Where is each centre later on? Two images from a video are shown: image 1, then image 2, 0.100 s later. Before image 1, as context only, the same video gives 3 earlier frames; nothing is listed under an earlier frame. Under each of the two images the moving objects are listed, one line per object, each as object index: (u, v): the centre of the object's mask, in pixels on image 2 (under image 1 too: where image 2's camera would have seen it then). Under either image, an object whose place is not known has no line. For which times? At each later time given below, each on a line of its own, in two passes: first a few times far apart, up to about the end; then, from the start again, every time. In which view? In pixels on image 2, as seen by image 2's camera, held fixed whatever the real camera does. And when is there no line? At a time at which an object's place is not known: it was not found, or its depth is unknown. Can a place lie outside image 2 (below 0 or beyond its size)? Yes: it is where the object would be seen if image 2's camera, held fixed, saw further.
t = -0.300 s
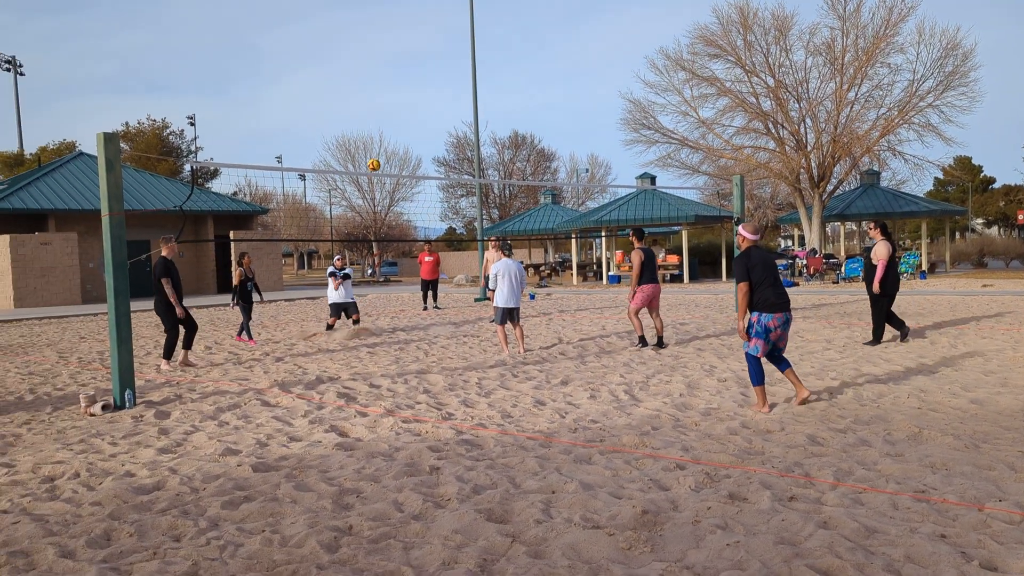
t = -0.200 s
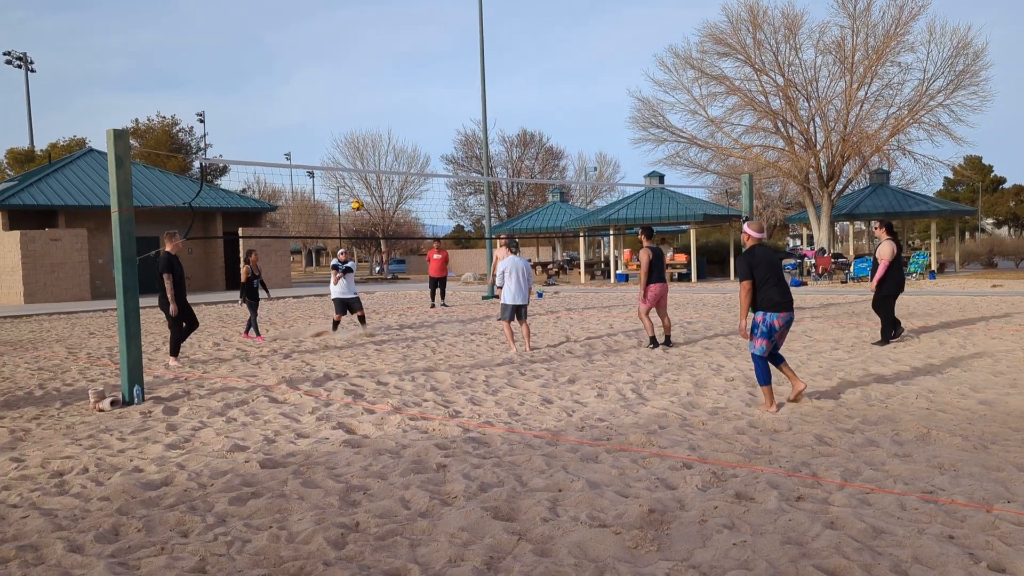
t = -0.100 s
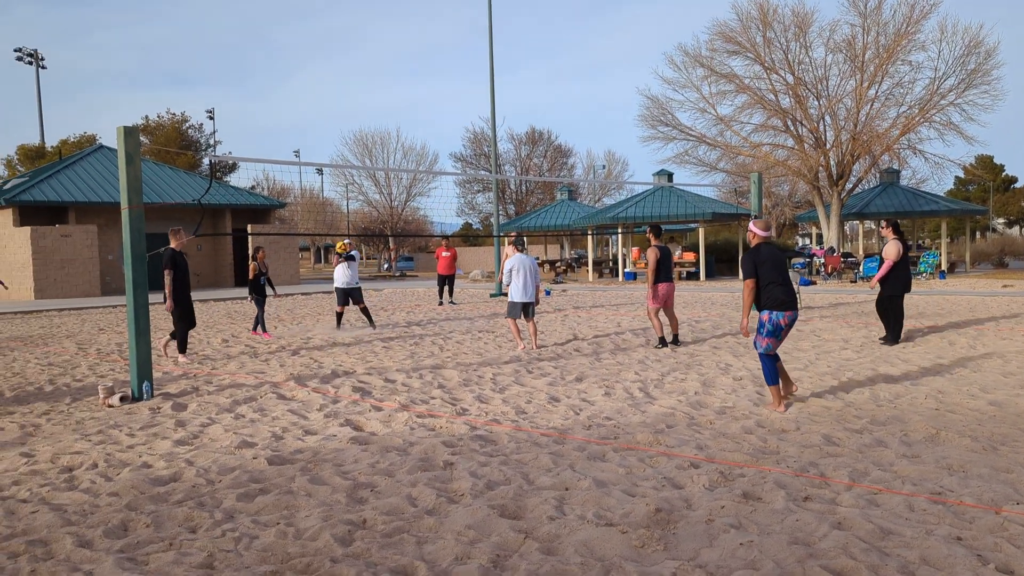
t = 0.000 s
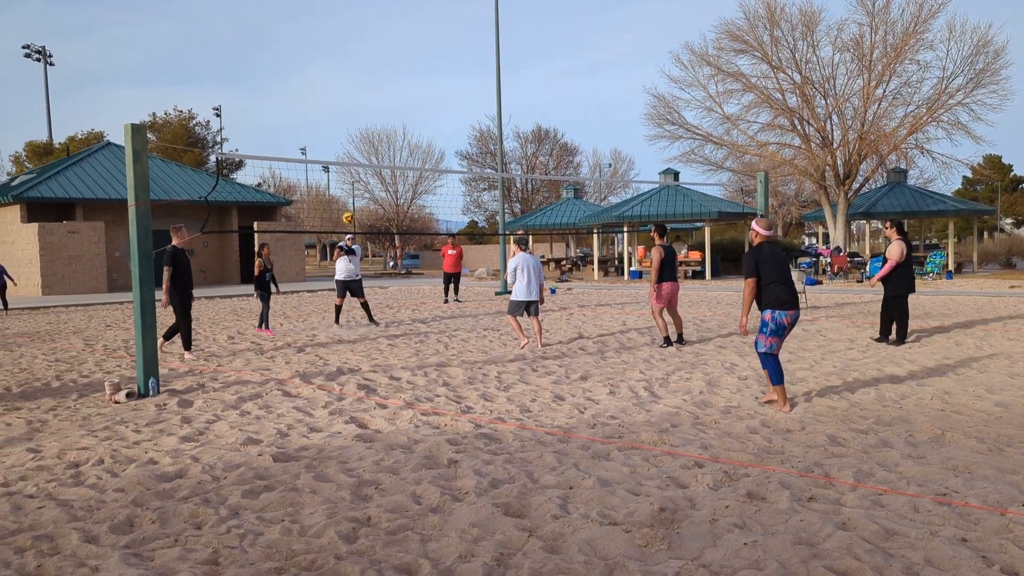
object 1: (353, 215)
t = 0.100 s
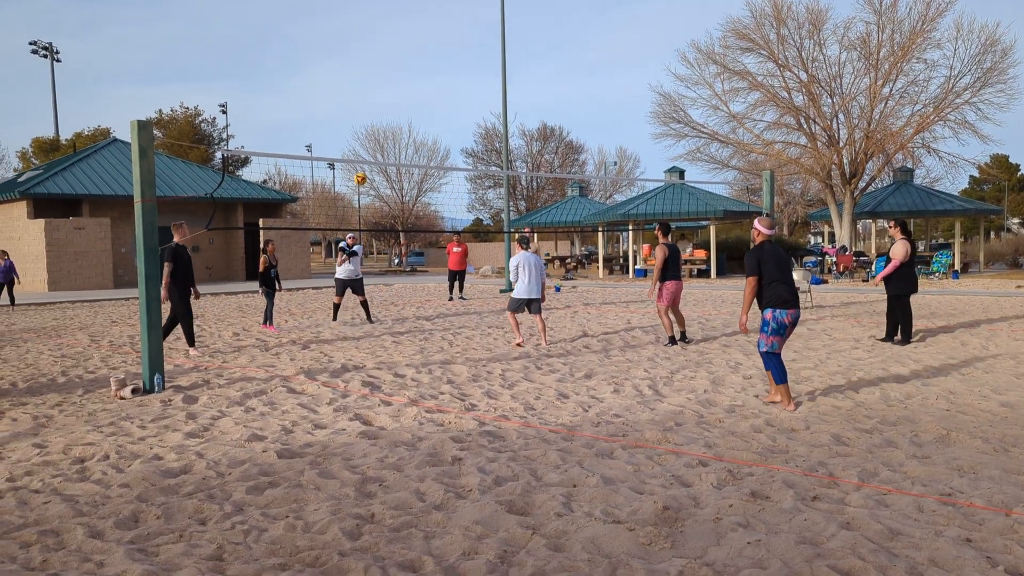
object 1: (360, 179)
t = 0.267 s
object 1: (372, 129)
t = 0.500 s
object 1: (390, 83)
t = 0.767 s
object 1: (413, 71)
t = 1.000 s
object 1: (436, 97)
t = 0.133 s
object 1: (362, 168)
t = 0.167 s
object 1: (365, 156)
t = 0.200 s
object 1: (367, 147)
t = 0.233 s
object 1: (370, 138)
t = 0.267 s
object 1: (372, 129)
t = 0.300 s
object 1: (374, 121)
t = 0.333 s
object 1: (377, 113)
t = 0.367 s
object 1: (380, 106)
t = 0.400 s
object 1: (382, 99)
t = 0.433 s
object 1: (385, 93)
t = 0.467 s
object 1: (387, 88)
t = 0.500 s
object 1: (390, 83)
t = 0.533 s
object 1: (392, 79)
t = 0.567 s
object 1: (395, 76)
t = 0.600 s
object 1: (398, 73)
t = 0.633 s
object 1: (401, 72)
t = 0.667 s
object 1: (404, 70)
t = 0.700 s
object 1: (407, 70)
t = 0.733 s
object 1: (410, 70)
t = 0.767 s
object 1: (413, 71)
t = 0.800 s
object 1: (416, 72)
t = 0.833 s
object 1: (419, 74)
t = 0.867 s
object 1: (423, 77)
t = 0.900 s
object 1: (426, 81)
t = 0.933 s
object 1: (429, 85)
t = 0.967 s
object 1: (433, 91)
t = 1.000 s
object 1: (436, 97)
